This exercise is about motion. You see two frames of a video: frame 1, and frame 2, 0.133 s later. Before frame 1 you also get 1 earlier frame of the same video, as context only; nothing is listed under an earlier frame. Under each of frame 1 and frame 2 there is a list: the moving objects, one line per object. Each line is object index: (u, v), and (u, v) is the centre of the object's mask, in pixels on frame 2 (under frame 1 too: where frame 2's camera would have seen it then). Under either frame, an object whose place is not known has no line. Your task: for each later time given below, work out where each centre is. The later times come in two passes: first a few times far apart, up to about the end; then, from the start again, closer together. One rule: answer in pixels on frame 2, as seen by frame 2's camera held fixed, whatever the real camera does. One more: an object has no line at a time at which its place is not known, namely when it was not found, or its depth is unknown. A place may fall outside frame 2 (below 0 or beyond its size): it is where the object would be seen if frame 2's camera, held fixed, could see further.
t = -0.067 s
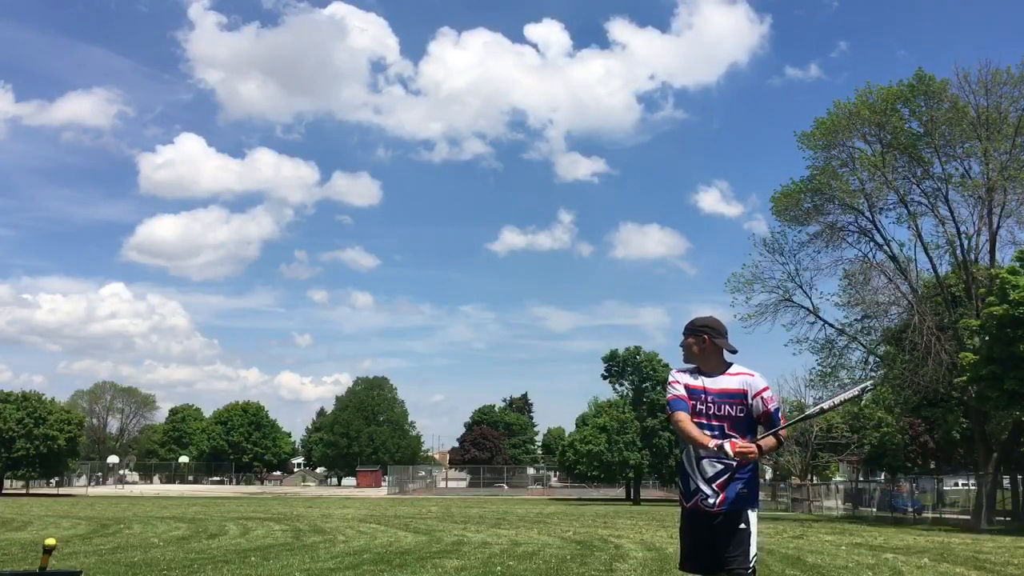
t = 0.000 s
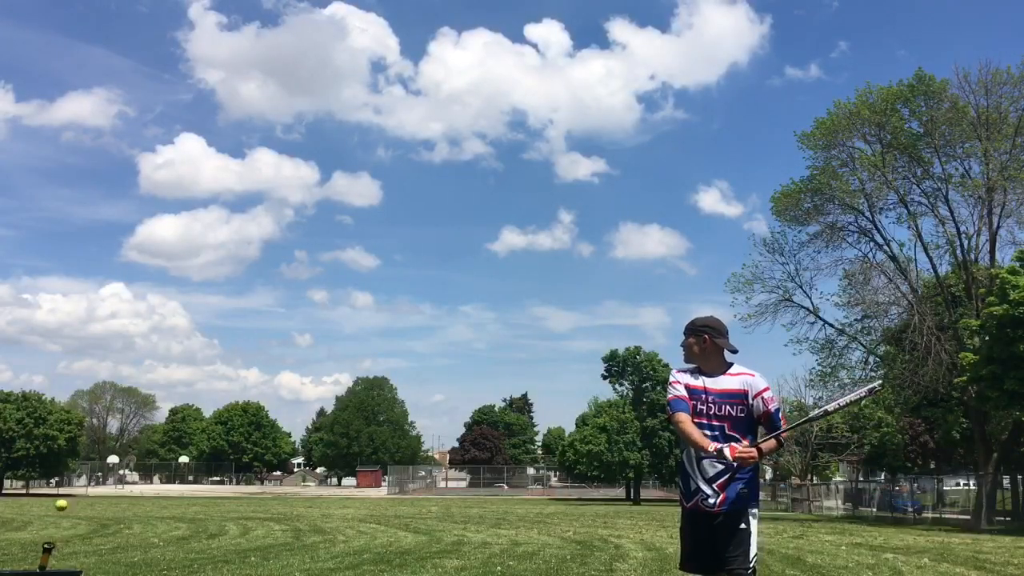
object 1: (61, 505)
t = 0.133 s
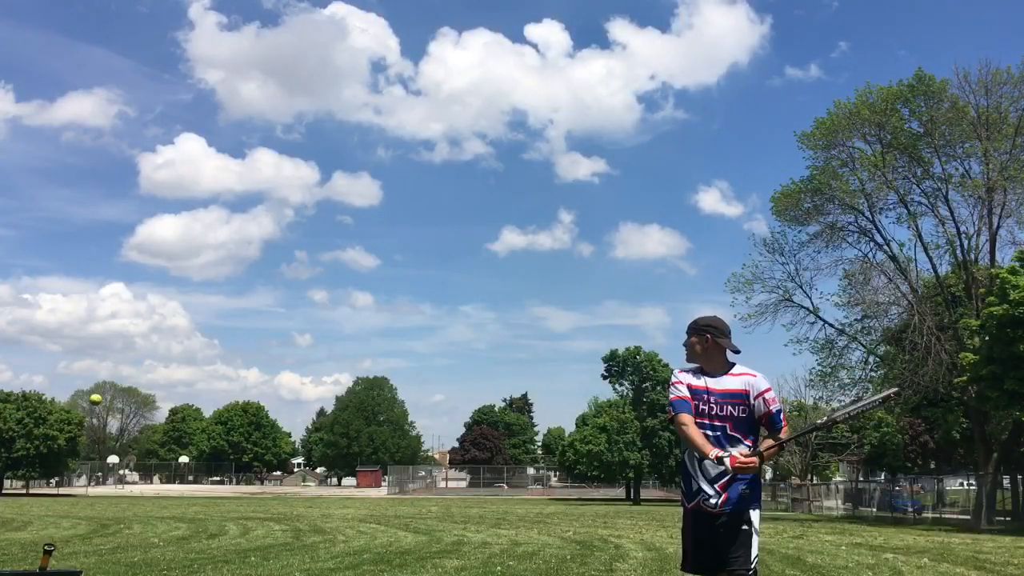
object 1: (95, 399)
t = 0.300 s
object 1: (137, 291)
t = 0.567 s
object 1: (206, 172)
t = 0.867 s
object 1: (290, 131)
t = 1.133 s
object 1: (378, 209)
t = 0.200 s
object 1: (112, 353)
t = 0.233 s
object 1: (120, 332)
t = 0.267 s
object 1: (129, 311)
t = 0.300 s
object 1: (137, 291)
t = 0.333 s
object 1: (146, 272)
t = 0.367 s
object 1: (155, 255)
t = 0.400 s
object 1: (163, 238)
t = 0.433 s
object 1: (171, 222)
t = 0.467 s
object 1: (180, 208)
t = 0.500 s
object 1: (189, 195)
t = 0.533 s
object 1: (197, 183)
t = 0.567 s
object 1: (206, 172)
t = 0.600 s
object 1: (215, 162)
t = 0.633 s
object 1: (224, 153)
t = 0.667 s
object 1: (233, 145)
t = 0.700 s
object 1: (242, 140)
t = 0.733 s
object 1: (251, 135)
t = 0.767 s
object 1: (261, 131)
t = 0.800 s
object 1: (271, 130)
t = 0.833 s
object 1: (280, 130)
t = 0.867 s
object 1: (290, 131)
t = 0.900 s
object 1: (300, 134)
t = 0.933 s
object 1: (311, 139)
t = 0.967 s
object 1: (321, 145)
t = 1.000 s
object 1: (332, 153)
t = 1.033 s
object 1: (343, 164)
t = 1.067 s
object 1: (354, 177)
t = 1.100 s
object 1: (366, 192)
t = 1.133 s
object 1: (378, 209)
